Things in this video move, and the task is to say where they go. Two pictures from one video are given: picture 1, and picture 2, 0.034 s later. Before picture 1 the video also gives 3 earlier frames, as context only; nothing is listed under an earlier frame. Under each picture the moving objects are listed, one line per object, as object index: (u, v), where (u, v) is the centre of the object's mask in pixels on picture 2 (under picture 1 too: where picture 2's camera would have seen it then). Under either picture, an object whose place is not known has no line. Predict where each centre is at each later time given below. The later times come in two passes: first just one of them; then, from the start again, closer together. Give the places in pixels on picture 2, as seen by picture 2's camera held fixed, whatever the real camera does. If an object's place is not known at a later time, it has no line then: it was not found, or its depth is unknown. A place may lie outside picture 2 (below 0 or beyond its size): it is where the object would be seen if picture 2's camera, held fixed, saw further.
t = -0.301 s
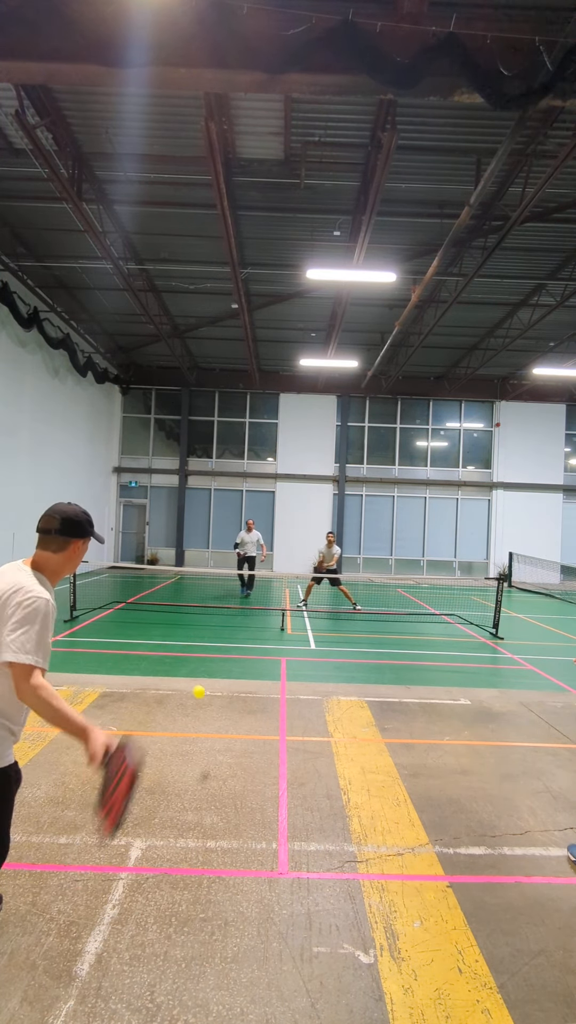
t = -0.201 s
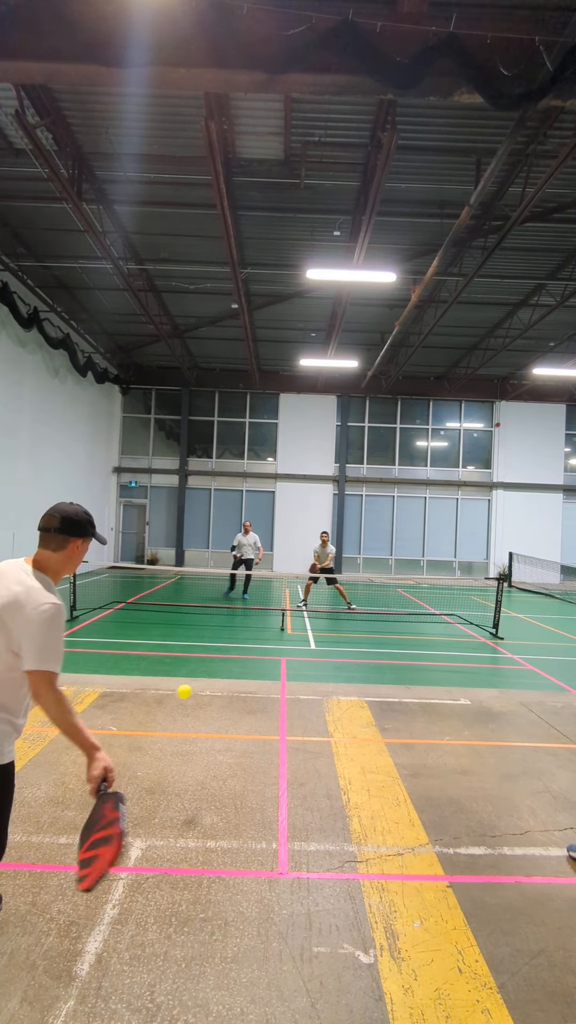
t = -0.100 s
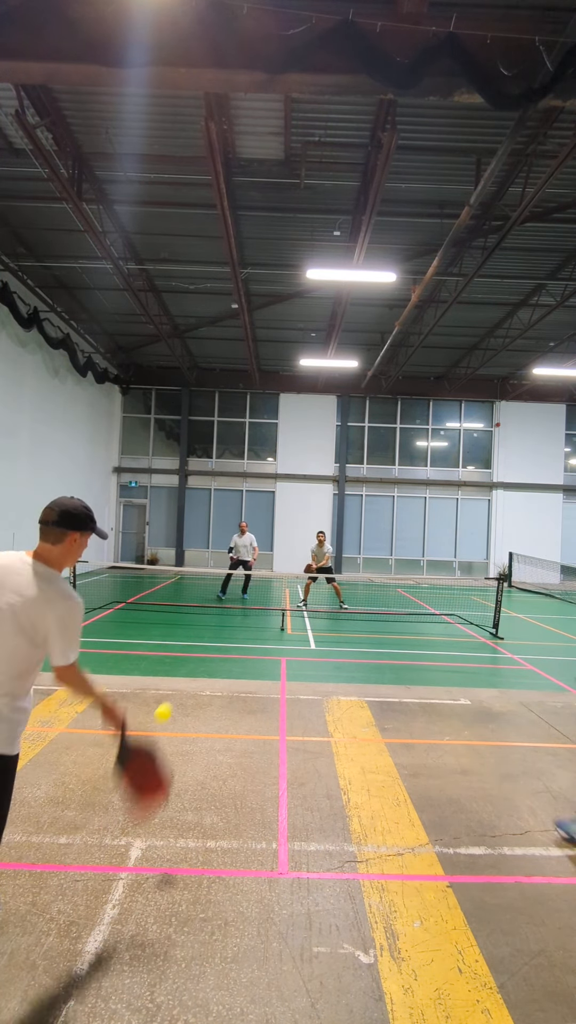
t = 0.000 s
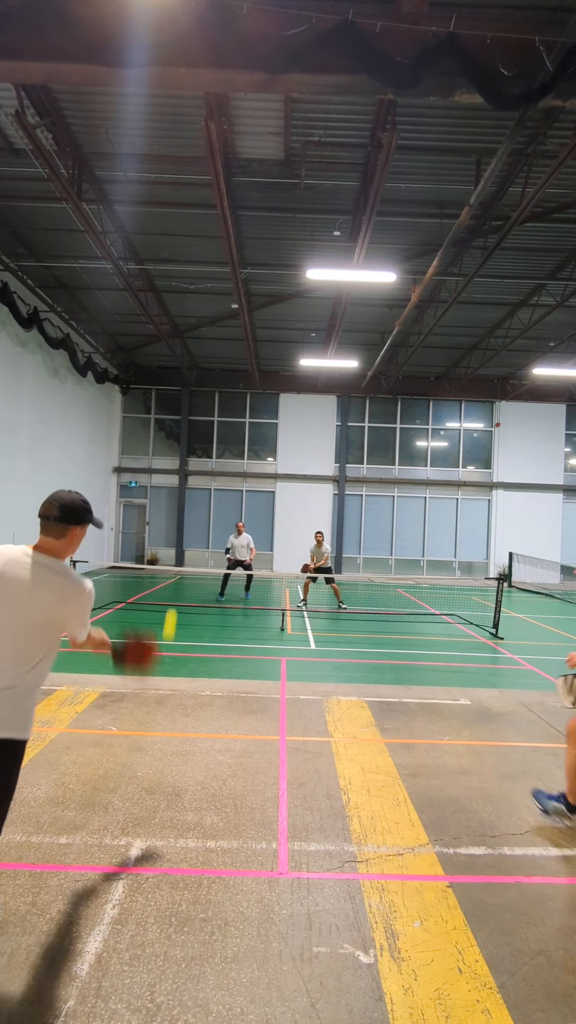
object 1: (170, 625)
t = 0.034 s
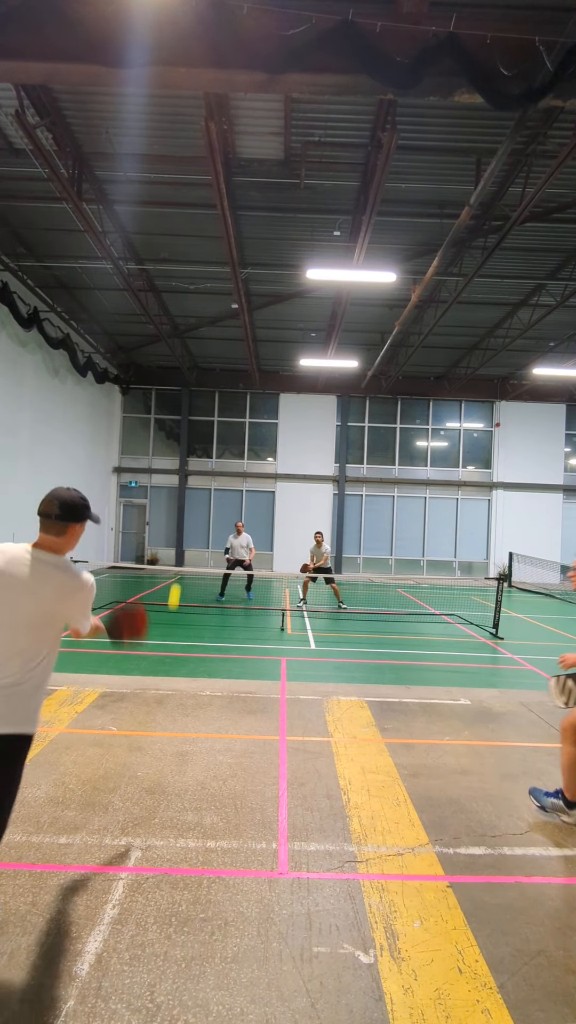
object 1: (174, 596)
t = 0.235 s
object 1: (189, 527)
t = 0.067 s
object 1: (178, 575)
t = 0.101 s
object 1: (181, 559)
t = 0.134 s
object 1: (183, 547)
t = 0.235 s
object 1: (189, 527)
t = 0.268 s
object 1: (190, 524)
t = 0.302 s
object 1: (191, 522)
